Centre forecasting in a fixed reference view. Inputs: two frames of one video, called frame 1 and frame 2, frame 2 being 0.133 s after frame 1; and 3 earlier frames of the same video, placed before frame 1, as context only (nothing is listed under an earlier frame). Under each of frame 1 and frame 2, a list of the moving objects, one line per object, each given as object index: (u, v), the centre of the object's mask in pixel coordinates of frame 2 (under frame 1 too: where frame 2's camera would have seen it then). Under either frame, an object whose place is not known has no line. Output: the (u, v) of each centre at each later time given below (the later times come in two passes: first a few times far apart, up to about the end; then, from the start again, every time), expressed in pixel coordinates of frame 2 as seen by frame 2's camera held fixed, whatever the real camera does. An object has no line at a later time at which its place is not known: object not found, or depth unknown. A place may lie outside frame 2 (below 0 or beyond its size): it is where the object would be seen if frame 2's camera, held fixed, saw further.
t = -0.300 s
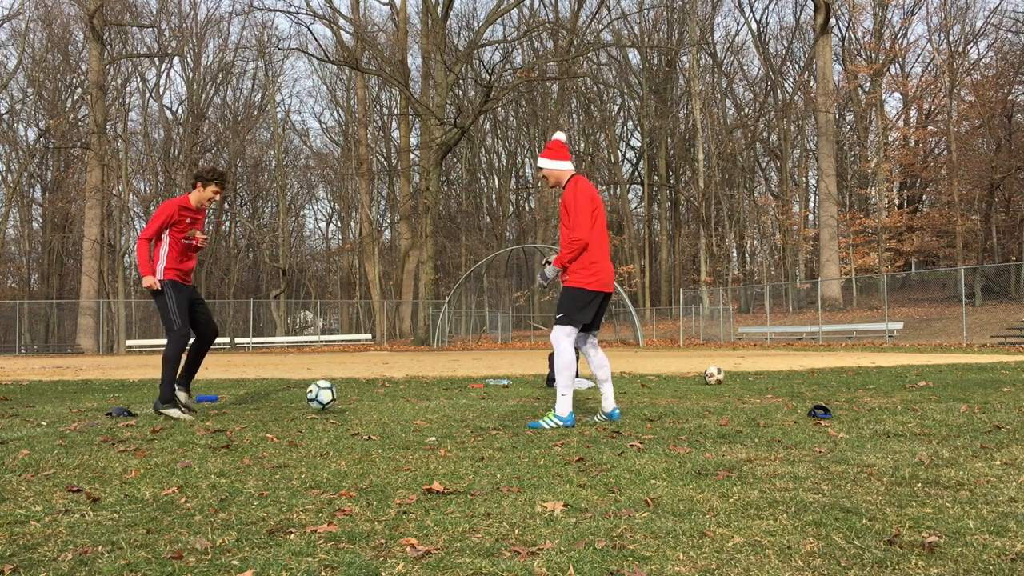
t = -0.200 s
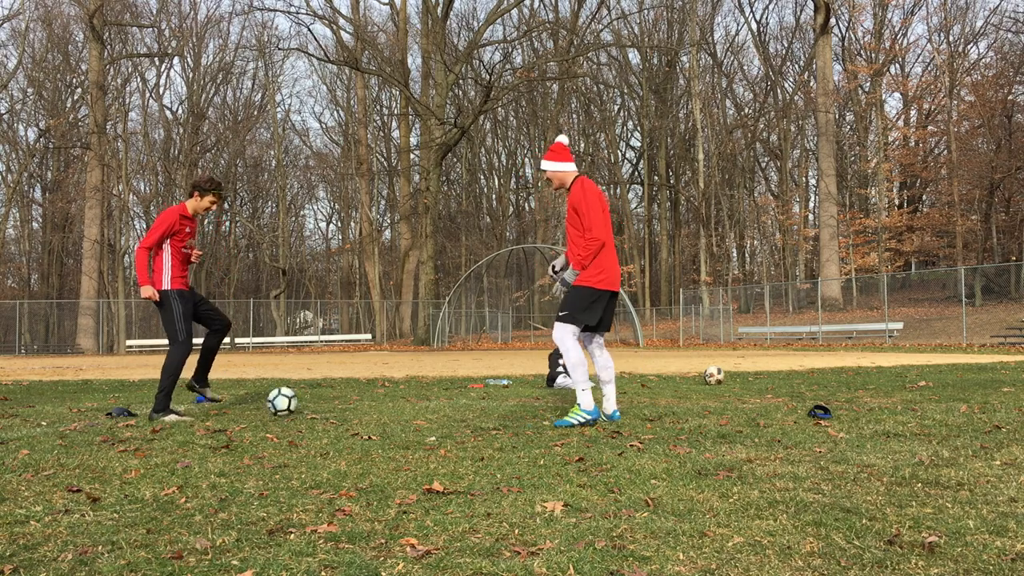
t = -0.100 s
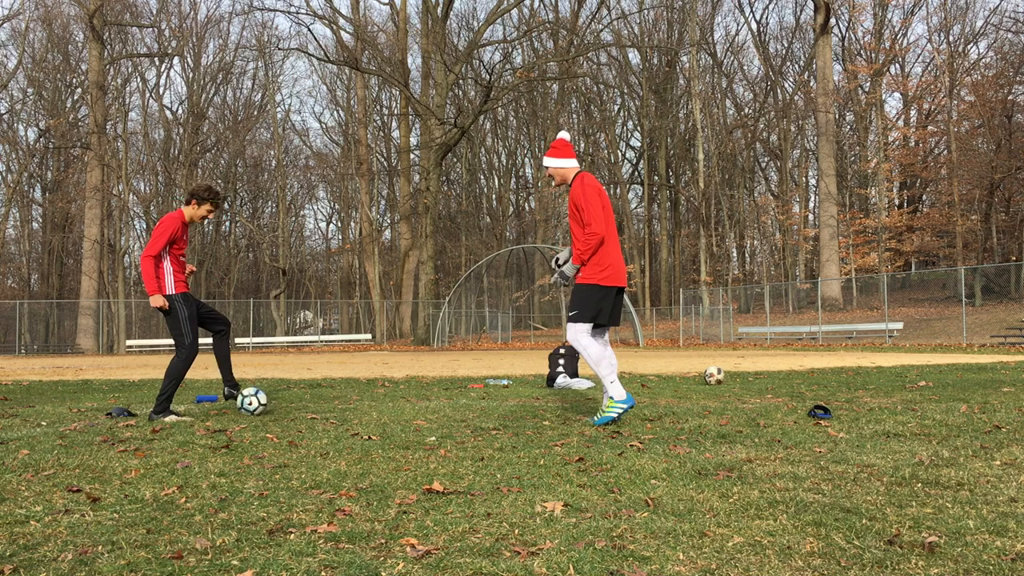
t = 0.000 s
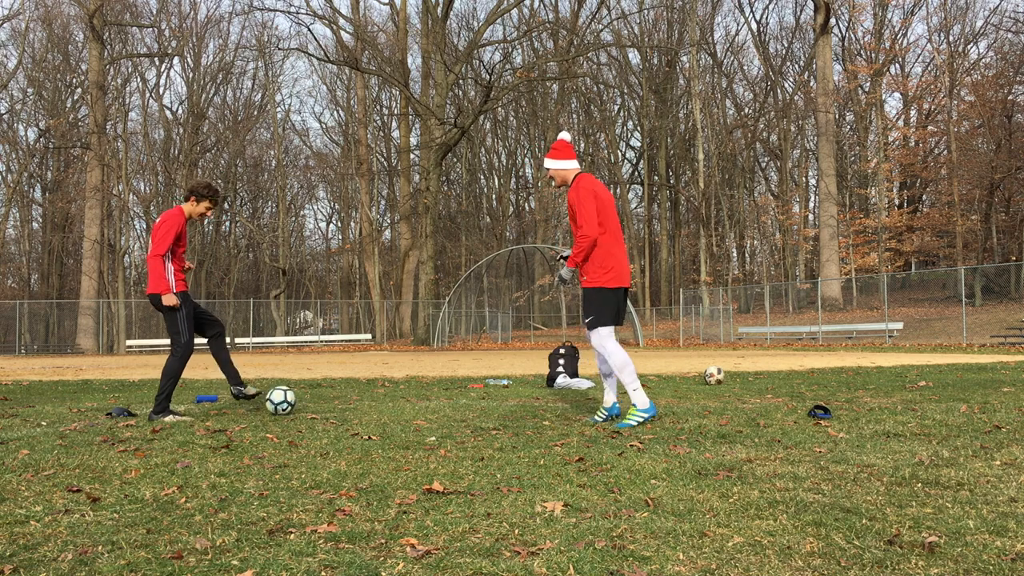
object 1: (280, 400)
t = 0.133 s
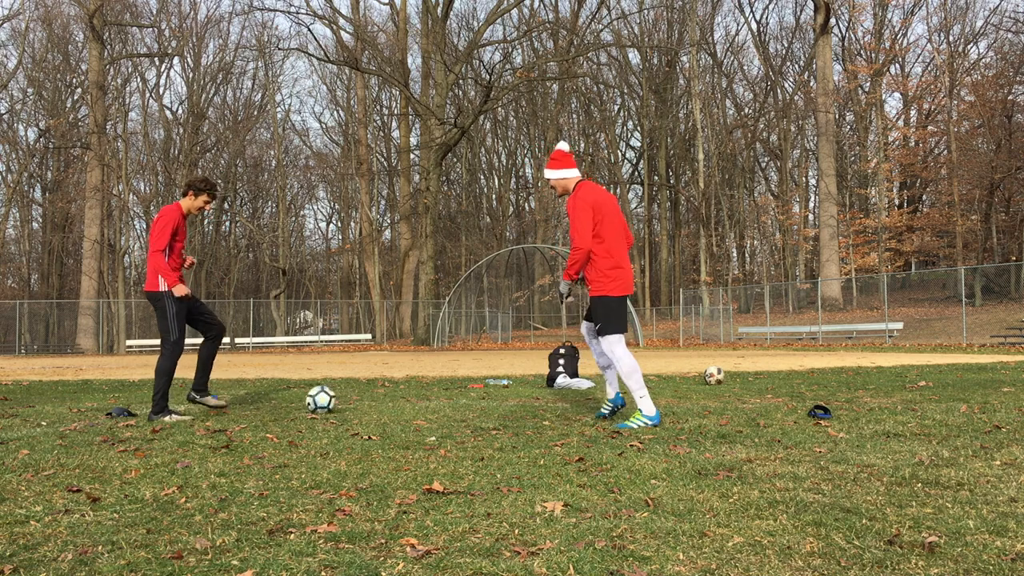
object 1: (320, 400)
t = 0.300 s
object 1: (368, 400)
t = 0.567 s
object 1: (437, 399)
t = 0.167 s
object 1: (330, 399)
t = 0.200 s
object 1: (340, 400)
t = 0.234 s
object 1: (349, 400)
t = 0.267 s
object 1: (359, 399)
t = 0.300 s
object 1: (368, 400)
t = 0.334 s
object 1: (376, 399)
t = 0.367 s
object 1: (386, 398)
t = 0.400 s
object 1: (394, 398)
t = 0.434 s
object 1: (403, 398)
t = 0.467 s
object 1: (412, 399)
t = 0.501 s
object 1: (420, 399)
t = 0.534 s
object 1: (429, 400)
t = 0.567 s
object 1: (437, 399)
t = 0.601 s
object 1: (446, 399)
